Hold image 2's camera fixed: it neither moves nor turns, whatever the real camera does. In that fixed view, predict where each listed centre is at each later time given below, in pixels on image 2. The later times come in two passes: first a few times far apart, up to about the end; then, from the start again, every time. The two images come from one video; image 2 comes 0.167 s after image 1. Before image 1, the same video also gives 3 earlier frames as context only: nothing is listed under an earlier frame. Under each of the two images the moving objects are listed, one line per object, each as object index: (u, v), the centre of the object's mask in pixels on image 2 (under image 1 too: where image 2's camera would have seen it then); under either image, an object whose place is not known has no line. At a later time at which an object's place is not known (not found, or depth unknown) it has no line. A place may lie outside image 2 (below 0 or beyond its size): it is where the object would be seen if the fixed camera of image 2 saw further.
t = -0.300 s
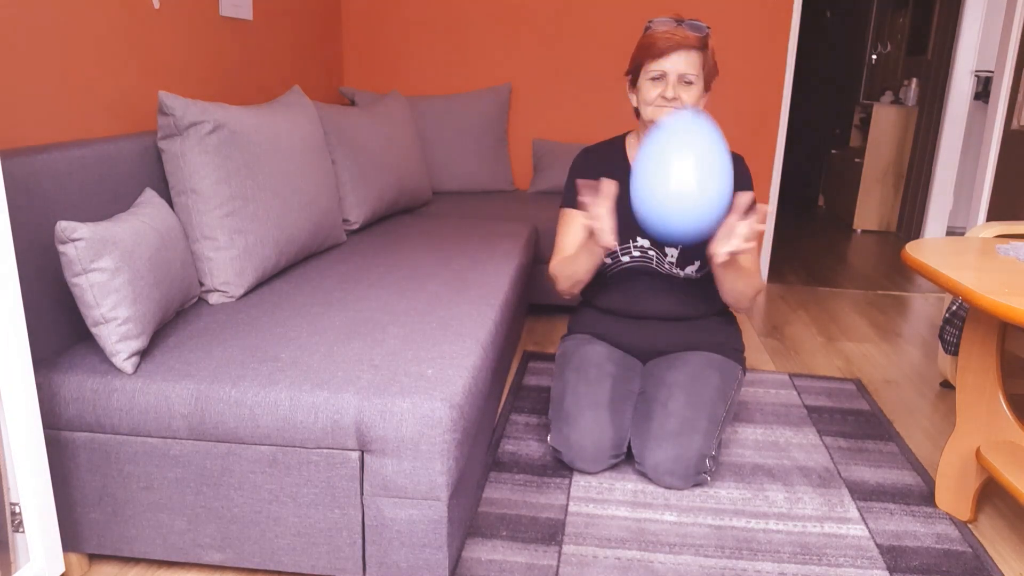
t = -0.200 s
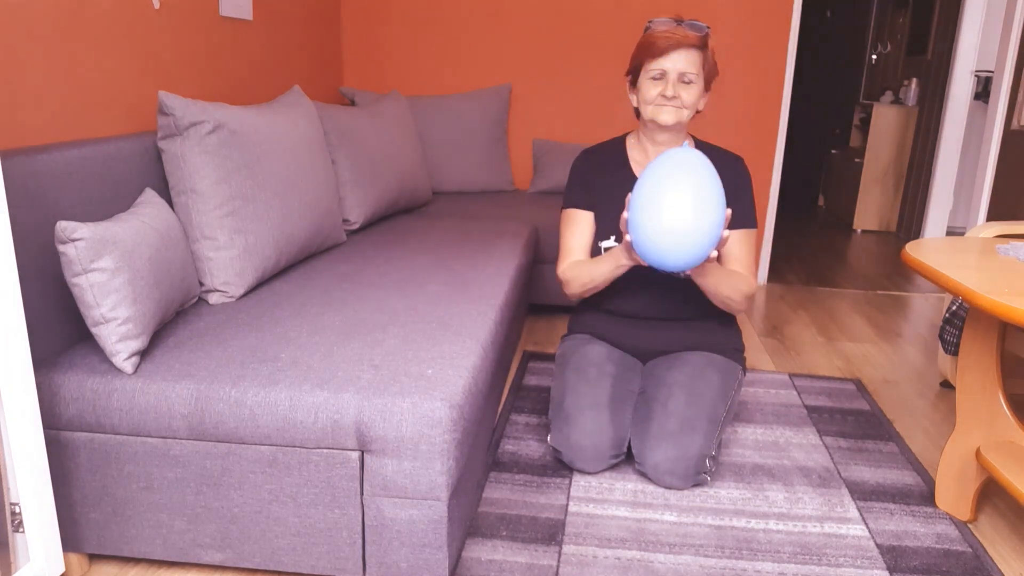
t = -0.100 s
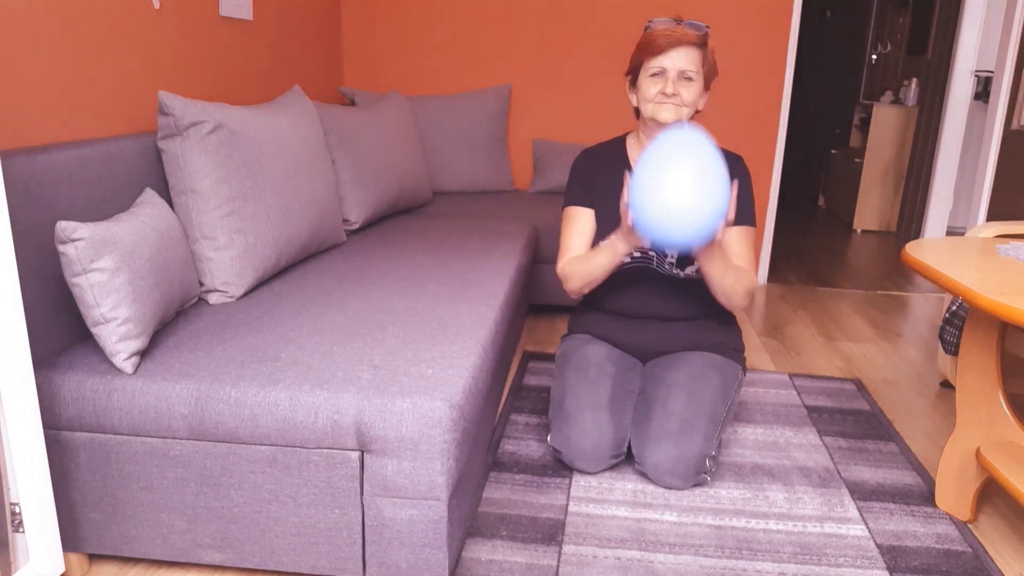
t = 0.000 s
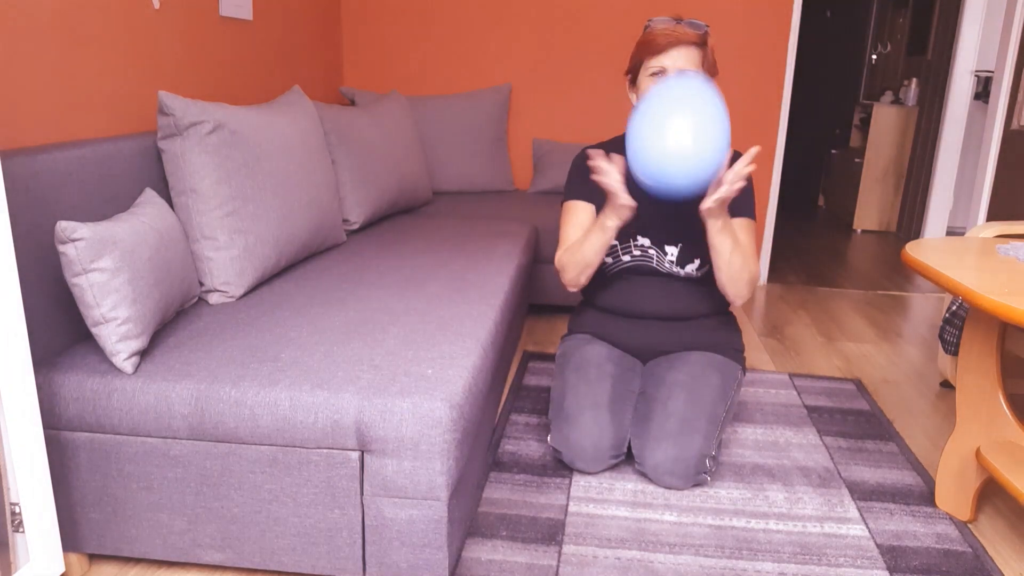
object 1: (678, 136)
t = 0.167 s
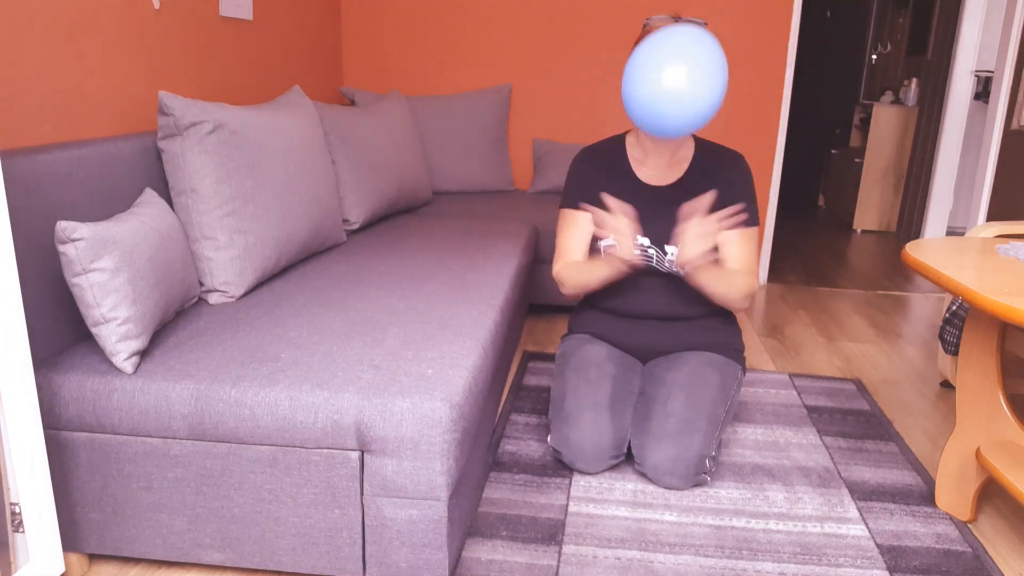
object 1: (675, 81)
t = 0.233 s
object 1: (675, 76)
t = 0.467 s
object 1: (672, 128)
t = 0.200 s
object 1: (674, 77)
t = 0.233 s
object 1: (675, 76)
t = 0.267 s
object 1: (675, 77)
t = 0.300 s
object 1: (675, 79)
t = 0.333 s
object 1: (676, 85)
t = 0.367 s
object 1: (676, 92)
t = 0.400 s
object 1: (675, 101)
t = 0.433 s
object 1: (674, 114)
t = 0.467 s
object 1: (672, 128)
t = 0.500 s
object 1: (669, 144)
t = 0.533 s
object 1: (665, 160)
